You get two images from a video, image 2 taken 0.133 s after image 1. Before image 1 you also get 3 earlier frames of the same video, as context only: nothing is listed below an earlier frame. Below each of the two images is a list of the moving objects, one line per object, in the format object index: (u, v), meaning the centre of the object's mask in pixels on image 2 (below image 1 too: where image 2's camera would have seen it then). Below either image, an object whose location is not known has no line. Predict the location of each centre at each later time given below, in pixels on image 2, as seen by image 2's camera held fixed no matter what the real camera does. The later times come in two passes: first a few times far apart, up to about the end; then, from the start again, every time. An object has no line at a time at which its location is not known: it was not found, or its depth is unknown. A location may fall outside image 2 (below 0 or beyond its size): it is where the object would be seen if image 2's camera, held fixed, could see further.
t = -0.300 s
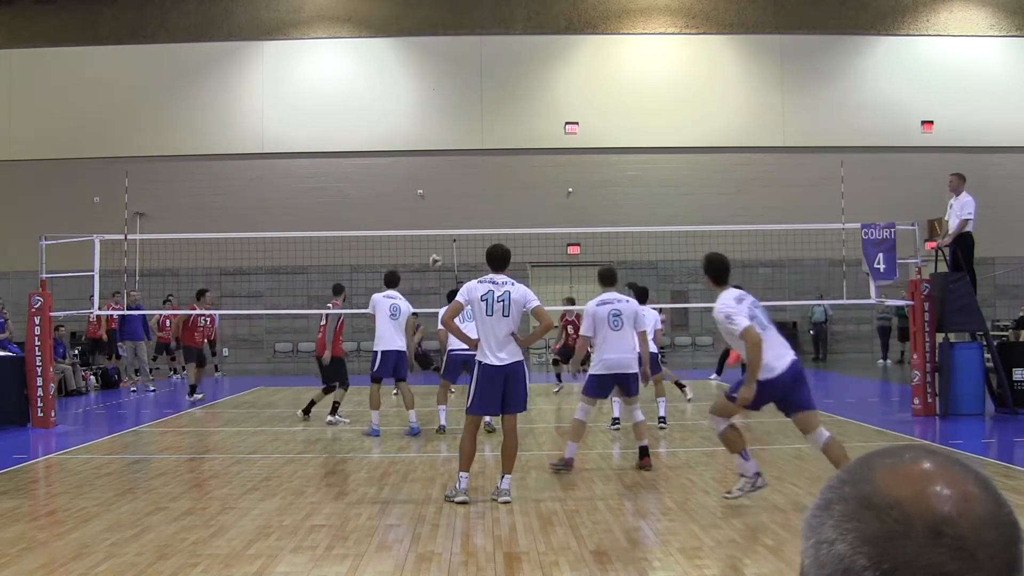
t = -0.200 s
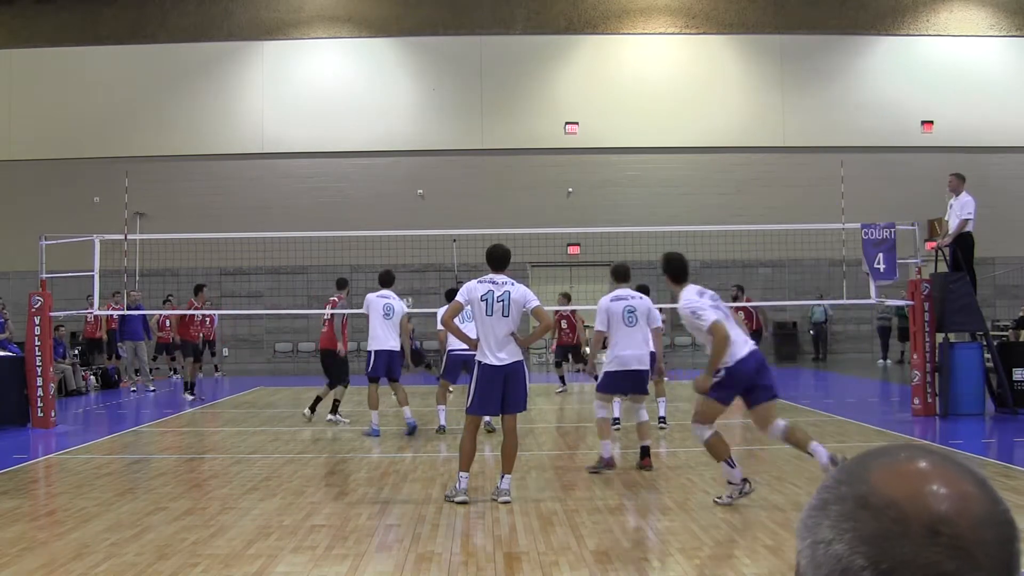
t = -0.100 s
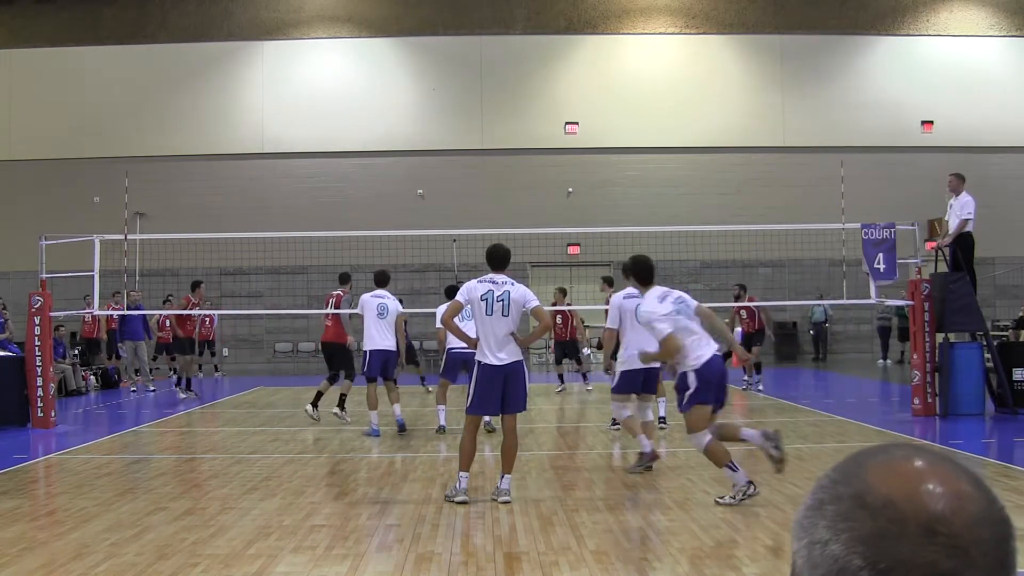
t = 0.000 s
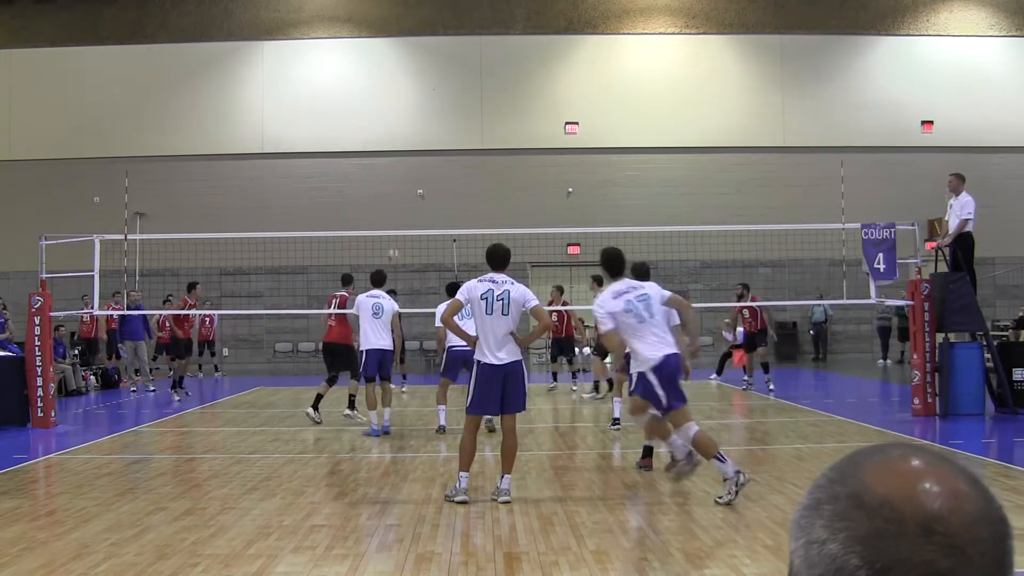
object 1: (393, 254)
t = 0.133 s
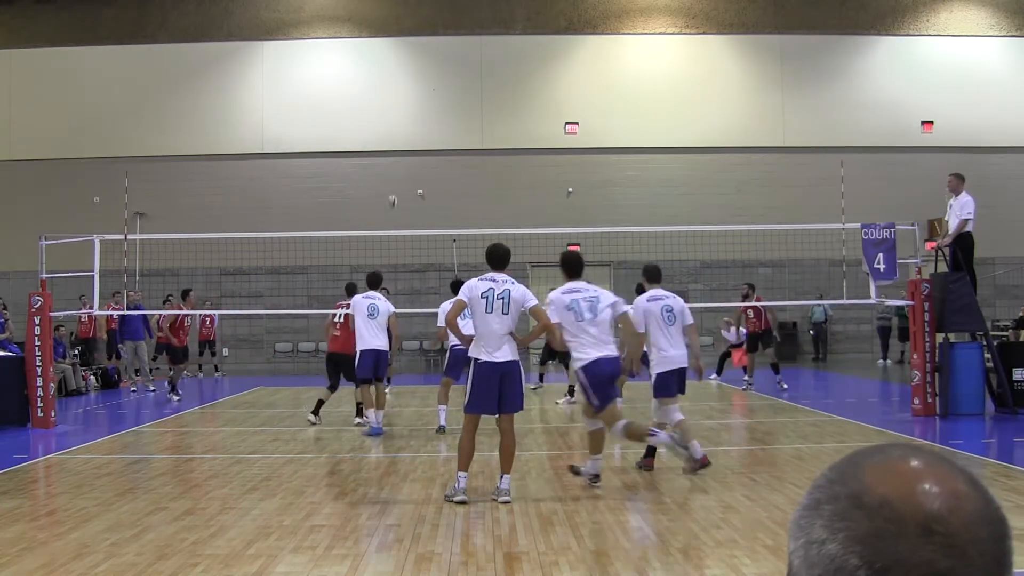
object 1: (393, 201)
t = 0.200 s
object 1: (393, 177)
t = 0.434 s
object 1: (394, 116)
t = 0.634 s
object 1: (395, 86)
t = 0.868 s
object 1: (396, 80)
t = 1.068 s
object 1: (397, 100)
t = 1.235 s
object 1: (399, 135)
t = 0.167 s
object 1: (393, 188)
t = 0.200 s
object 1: (393, 177)
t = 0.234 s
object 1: (393, 168)
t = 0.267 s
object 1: (393, 156)
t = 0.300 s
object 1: (393, 148)
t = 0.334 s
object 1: (393, 139)
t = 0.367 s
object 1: (393, 130)
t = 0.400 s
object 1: (393, 123)
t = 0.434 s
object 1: (394, 116)
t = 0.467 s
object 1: (394, 109)
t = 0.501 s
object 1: (394, 103)
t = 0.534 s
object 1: (394, 98)
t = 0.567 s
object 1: (394, 93)
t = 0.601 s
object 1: (394, 89)
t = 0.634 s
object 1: (395, 86)
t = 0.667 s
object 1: (395, 83)
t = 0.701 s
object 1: (395, 81)
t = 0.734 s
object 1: (395, 79)
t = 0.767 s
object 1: (395, 79)
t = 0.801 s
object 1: (395, 78)
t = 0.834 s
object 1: (396, 79)
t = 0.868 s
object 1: (396, 80)
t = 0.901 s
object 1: (397, 81)
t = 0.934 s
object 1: (396, 84)
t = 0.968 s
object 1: (397, 87)
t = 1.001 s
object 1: (397, 90)
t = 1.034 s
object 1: (398, 94)
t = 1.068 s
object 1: (397, 100)
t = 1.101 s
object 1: (398, 105)
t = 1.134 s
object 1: (398, 112)
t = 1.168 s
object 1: (399, 118)
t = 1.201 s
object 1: (399, 127)
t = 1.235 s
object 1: (399, 135)
